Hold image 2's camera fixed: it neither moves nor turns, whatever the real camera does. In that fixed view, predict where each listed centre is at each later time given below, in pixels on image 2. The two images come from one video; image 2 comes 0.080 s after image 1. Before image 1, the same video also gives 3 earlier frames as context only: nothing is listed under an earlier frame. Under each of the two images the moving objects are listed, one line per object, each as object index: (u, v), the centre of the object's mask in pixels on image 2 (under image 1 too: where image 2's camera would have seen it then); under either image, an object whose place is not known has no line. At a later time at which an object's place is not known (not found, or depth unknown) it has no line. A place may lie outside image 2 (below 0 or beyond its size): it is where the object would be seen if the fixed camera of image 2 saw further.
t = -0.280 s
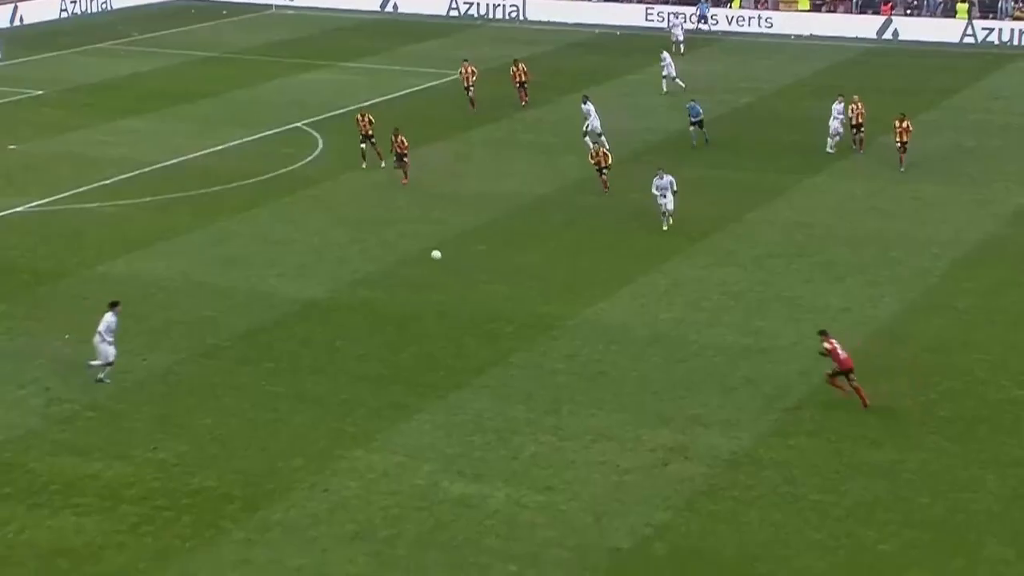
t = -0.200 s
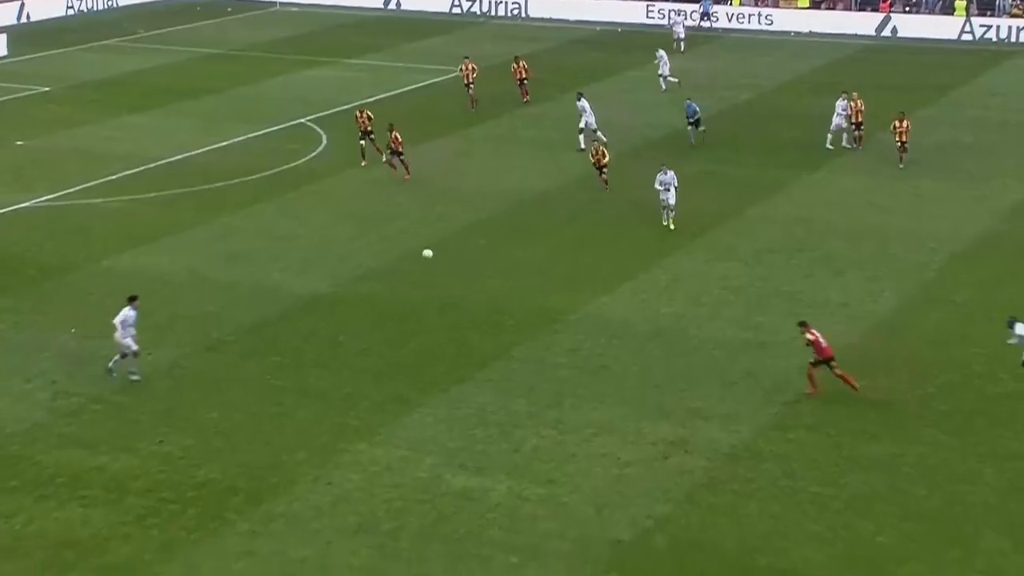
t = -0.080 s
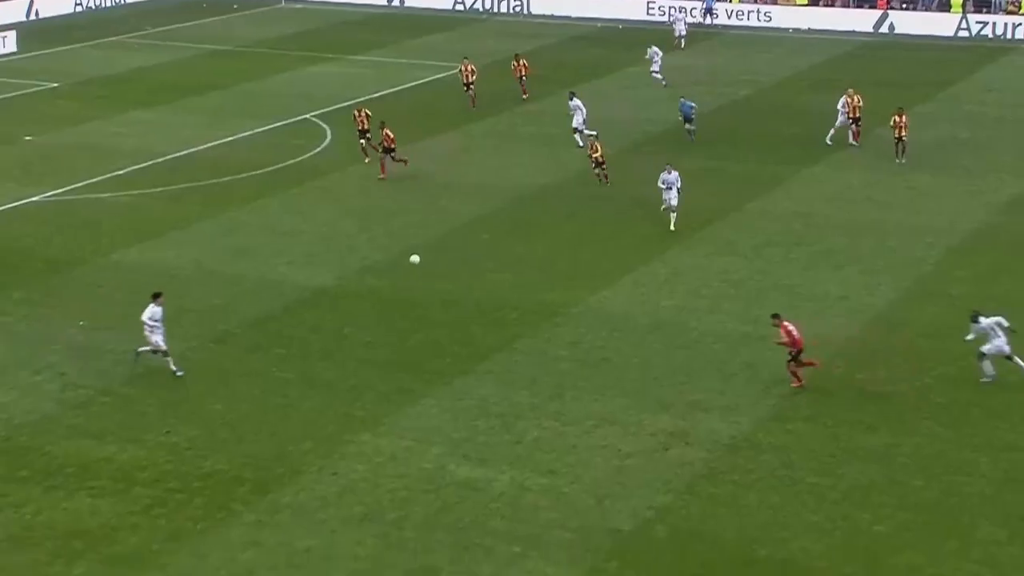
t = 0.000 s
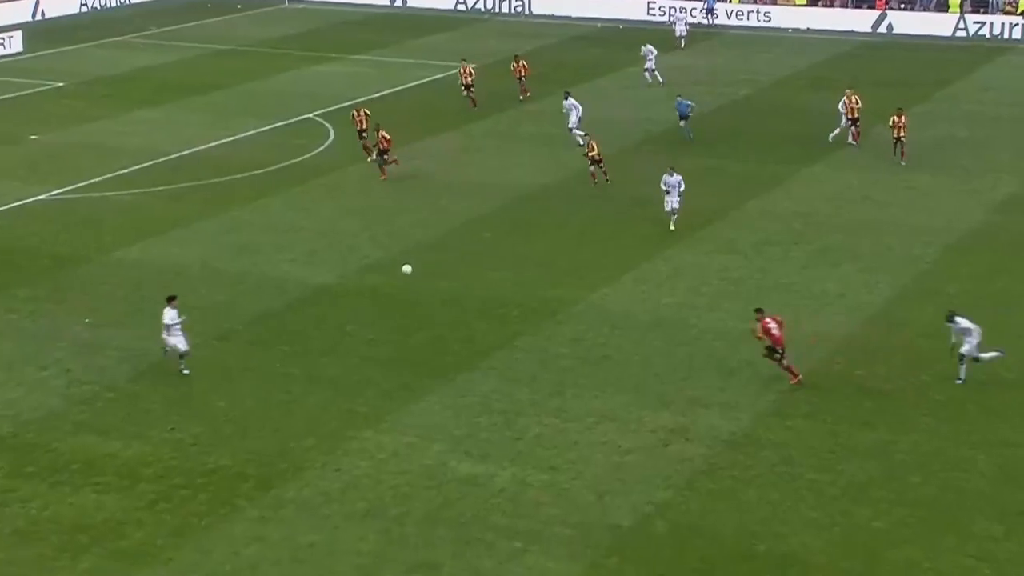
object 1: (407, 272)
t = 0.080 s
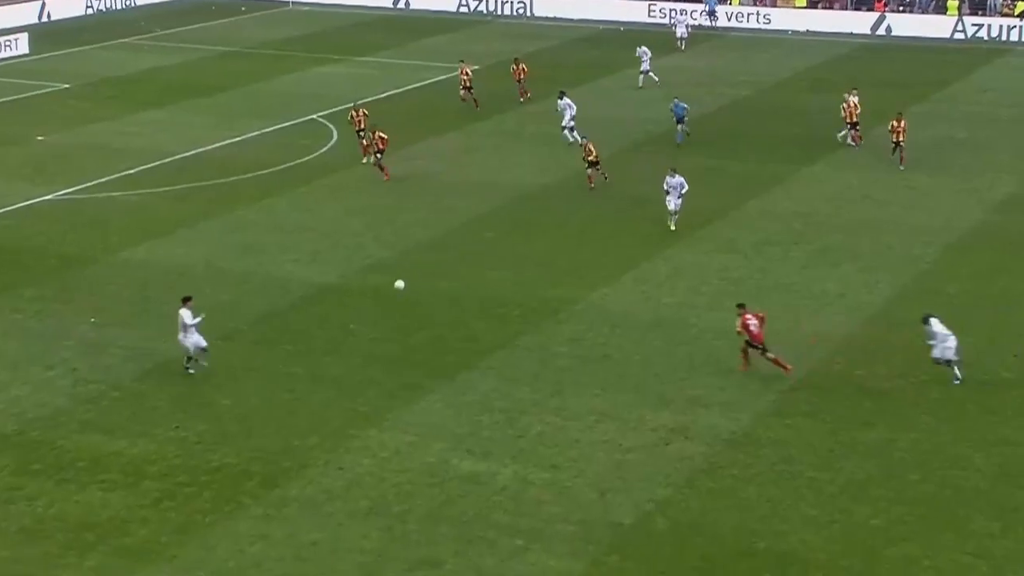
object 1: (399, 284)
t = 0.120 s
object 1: (398, 294)
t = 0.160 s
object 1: (396, 303)
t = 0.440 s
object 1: (366, 345)
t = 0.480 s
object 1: (361, 343)
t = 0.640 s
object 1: (345, 348)
